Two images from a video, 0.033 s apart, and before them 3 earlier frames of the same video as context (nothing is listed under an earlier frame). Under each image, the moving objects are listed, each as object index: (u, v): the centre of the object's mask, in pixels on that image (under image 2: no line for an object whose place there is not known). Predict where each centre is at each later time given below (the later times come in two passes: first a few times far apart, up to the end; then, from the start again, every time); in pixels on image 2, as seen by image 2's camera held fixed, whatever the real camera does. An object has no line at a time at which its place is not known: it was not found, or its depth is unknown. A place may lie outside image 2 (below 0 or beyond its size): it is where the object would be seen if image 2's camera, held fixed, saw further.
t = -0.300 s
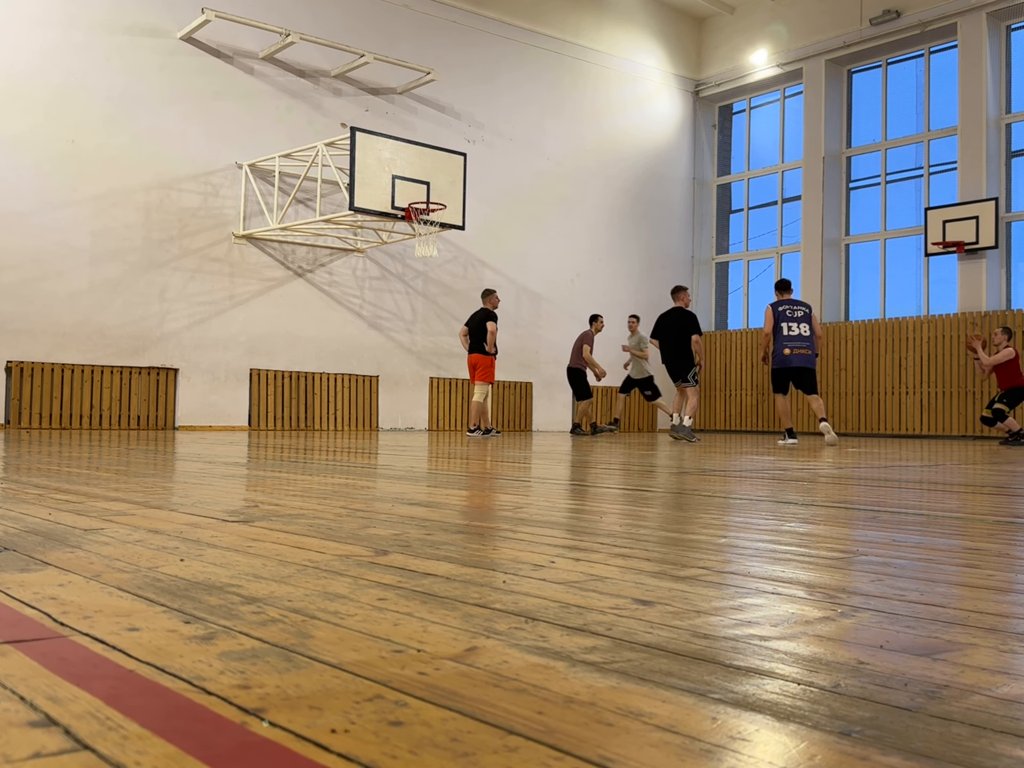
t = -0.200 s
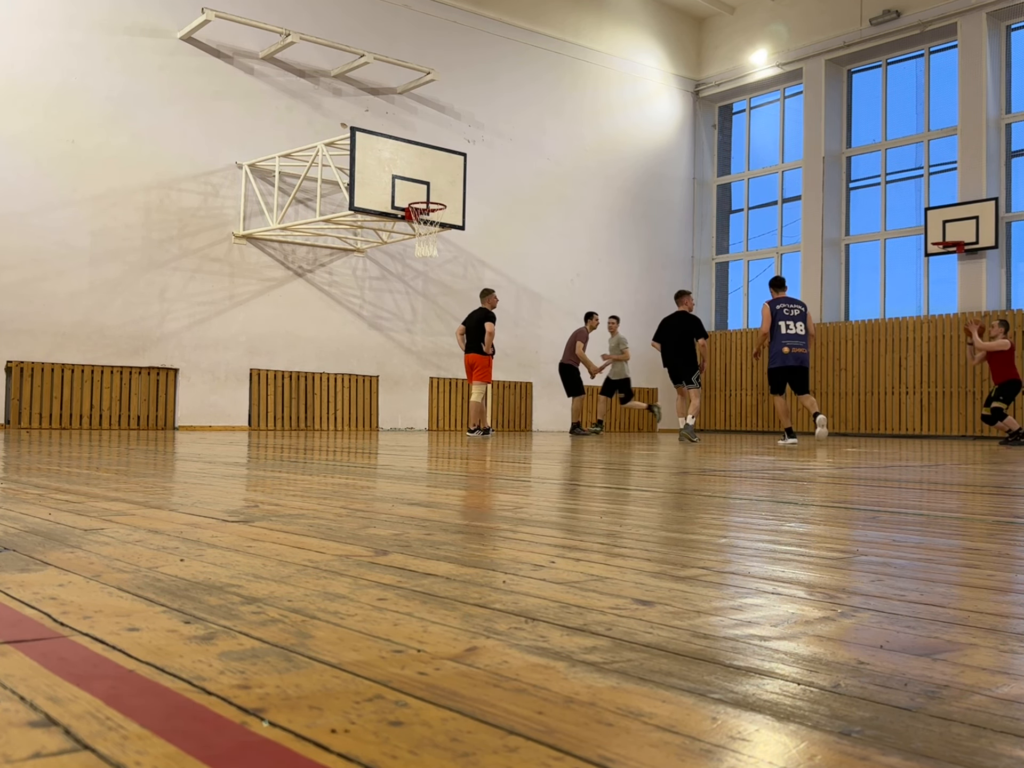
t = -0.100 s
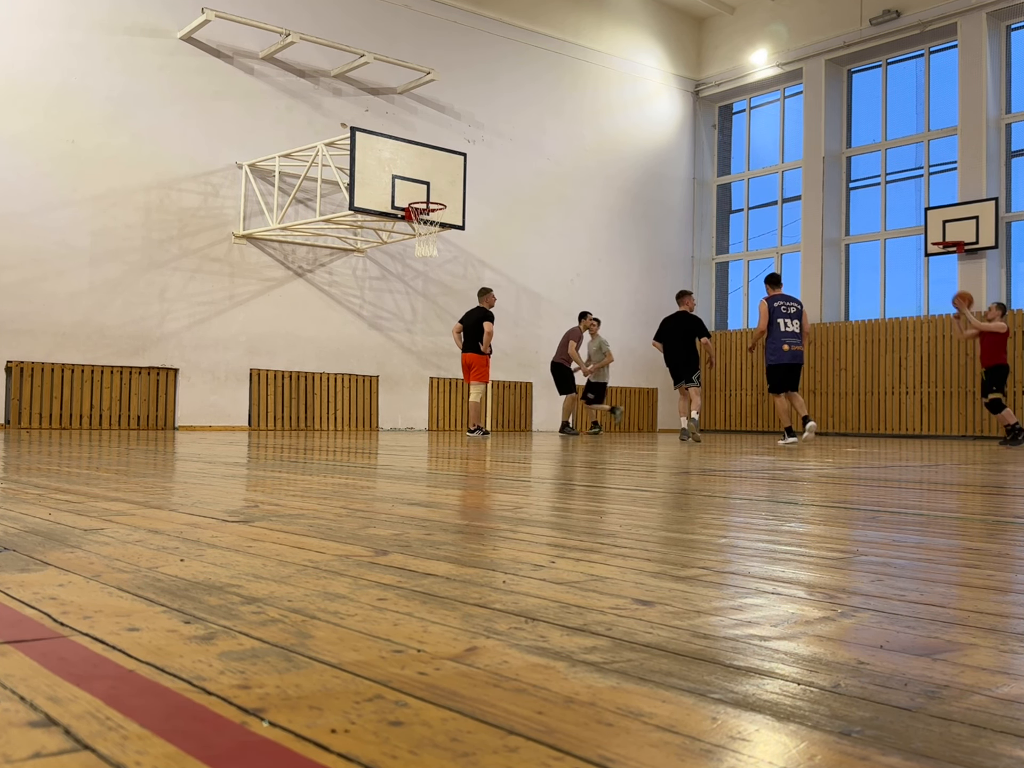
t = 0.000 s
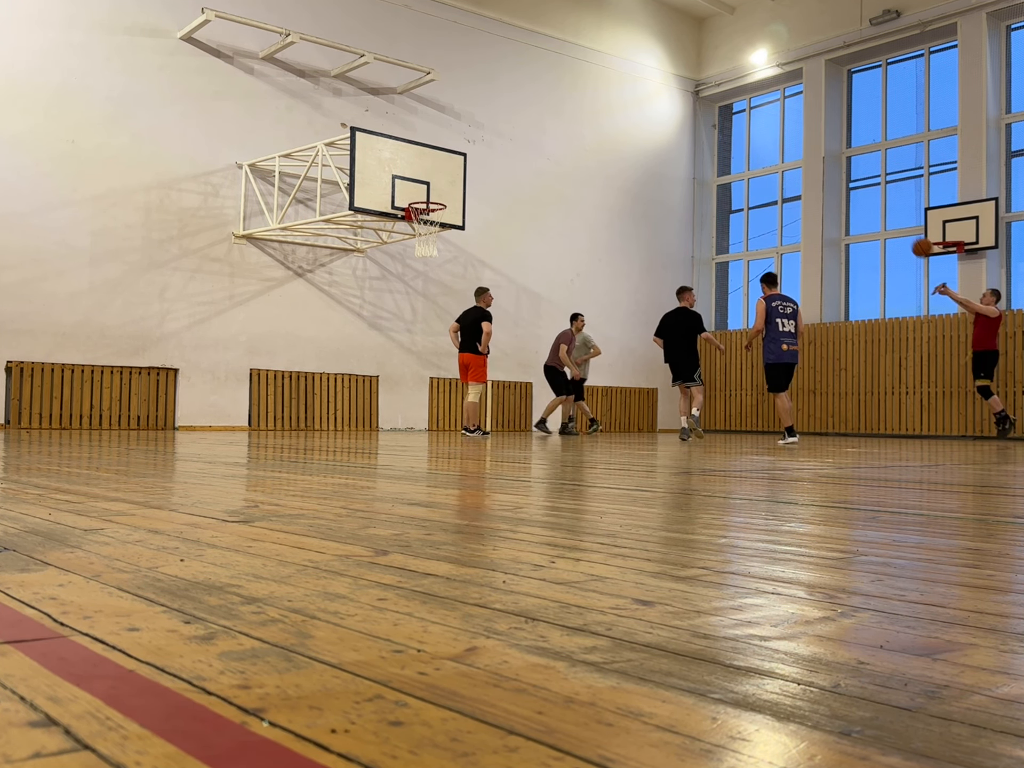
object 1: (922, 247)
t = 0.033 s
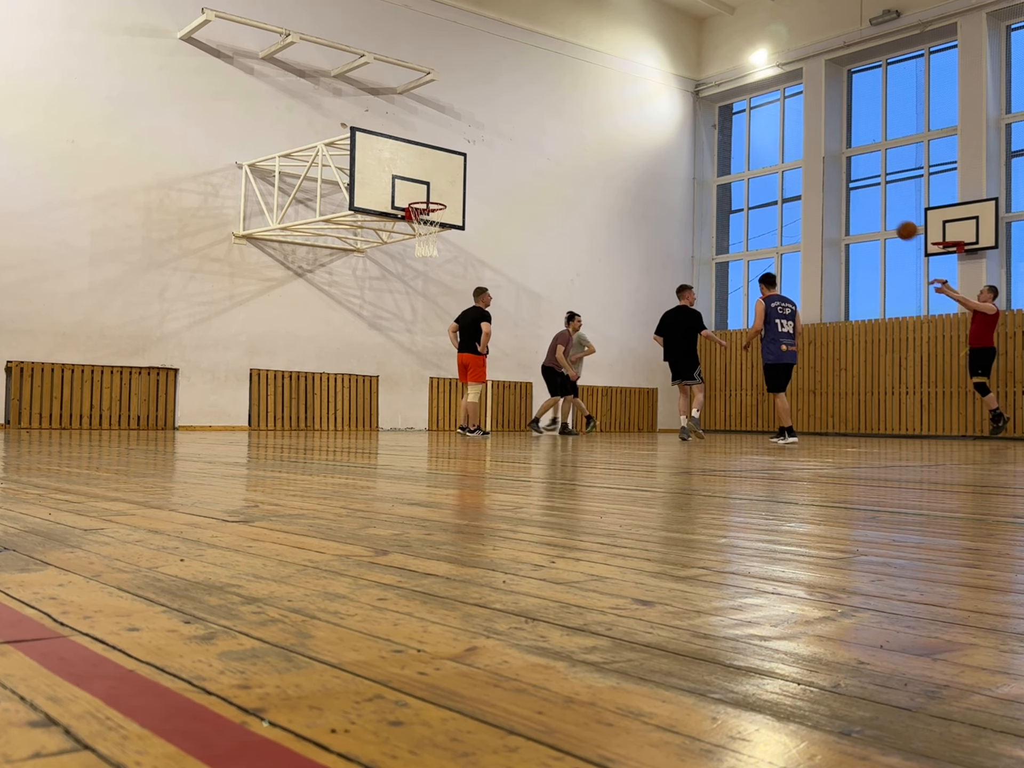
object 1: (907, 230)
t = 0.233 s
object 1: (819, 149)
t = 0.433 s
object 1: (735, 102)
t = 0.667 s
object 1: (641, 86)
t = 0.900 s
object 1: (550, 113)
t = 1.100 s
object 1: (474, 167)
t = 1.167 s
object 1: (449, 192)
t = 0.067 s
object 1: (892, 214)
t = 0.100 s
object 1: (878, 199)
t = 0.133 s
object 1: (863, 185)
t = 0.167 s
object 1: (848, 172)
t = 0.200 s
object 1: (834, 160)
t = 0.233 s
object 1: (819, 149)
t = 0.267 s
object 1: (806, 139)
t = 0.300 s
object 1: (791, 130)
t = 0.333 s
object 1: (778, 122)
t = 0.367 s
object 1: (763, 114)
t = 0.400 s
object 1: (749, 108)
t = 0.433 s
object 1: (735, 102)
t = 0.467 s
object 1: (722, 97)
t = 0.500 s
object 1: (708, 93)
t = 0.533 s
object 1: (695, 90)
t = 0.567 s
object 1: (682, 88)
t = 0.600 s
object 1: (668, 86)
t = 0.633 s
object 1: (655, 86)
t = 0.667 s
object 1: (641, 86)
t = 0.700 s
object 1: (628, 88)
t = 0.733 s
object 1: (615, 90)
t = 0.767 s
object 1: (602, 93)
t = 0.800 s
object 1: (589, 97)
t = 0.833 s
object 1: (576, 102)
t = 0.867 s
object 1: (563, 107)
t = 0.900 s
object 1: (550, 113)
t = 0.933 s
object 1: (537, 121)
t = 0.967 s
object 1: (524, 128)
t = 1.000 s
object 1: (511, 137)
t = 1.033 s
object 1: (499, 146)
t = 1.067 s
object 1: (486, 157)
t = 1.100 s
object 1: (474, 167)
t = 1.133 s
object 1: (461, 179)
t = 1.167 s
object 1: (449, 192)
